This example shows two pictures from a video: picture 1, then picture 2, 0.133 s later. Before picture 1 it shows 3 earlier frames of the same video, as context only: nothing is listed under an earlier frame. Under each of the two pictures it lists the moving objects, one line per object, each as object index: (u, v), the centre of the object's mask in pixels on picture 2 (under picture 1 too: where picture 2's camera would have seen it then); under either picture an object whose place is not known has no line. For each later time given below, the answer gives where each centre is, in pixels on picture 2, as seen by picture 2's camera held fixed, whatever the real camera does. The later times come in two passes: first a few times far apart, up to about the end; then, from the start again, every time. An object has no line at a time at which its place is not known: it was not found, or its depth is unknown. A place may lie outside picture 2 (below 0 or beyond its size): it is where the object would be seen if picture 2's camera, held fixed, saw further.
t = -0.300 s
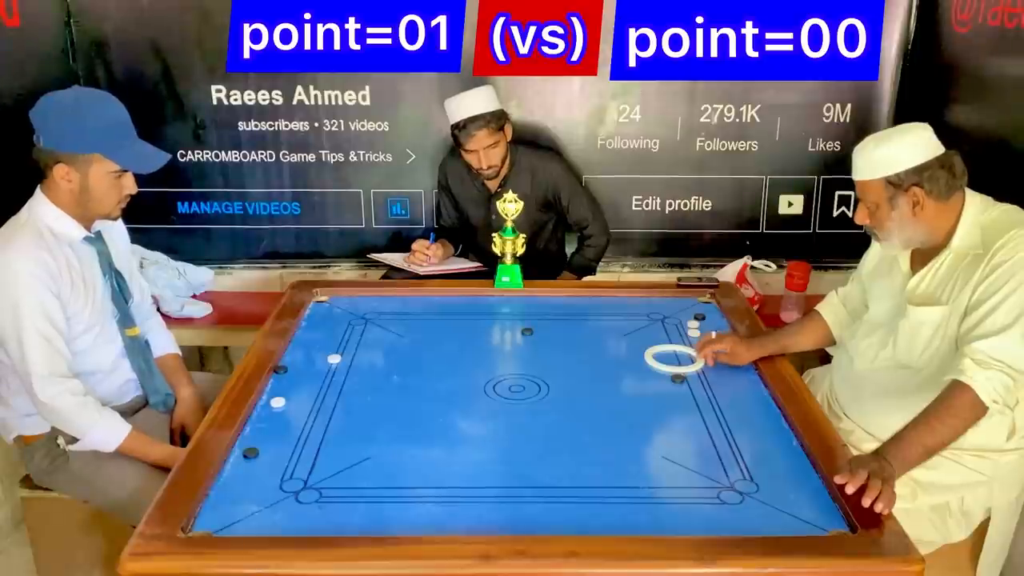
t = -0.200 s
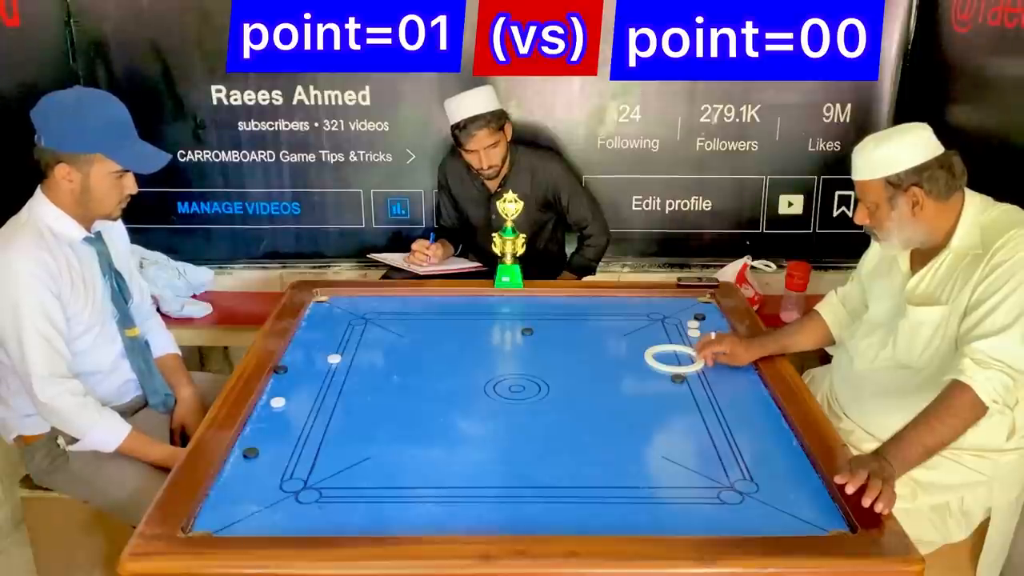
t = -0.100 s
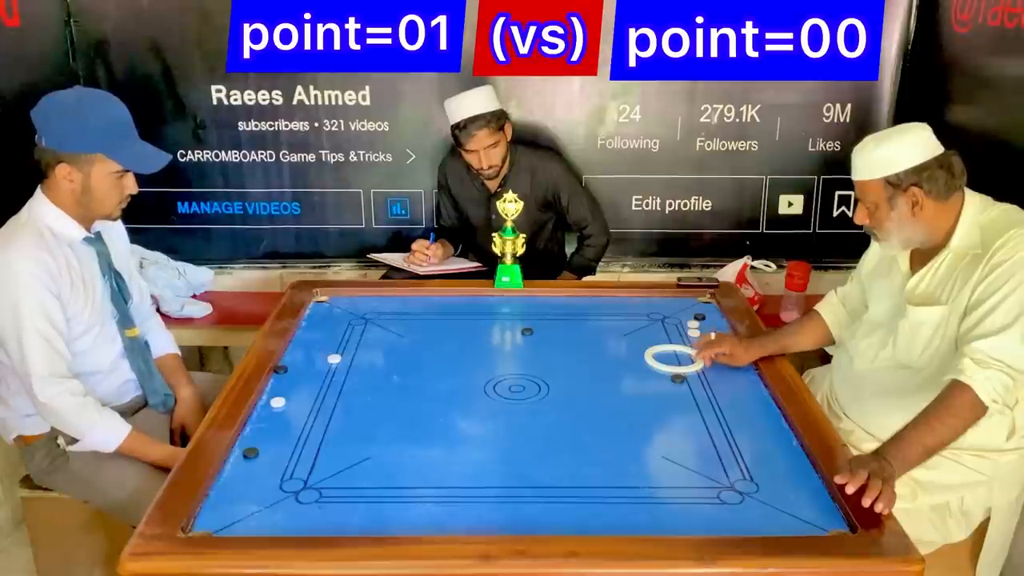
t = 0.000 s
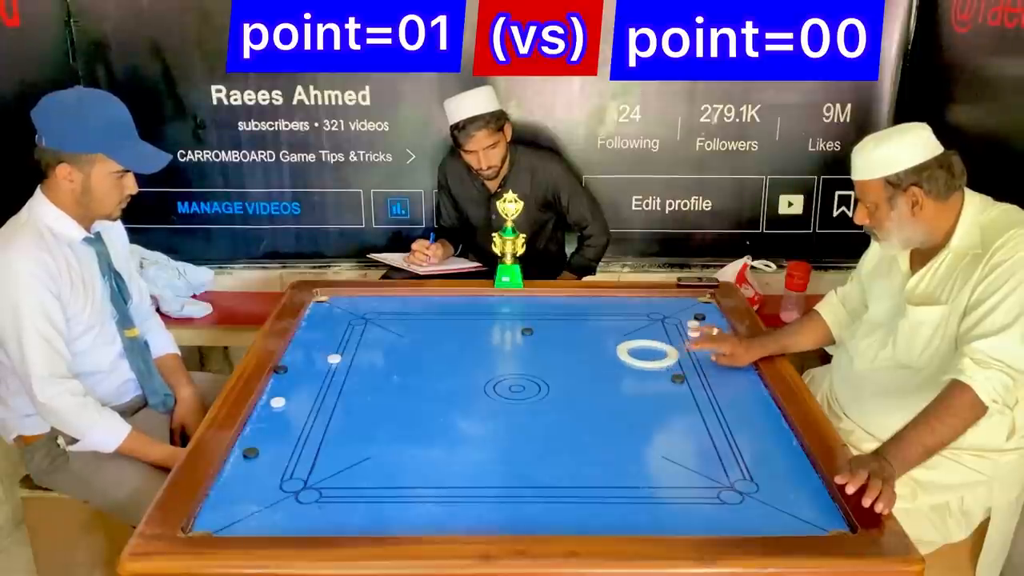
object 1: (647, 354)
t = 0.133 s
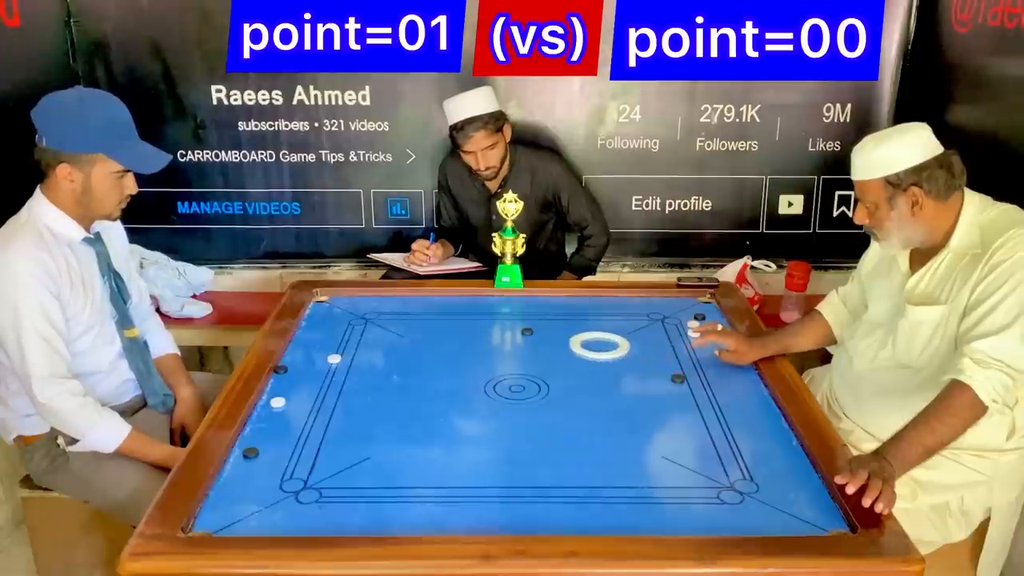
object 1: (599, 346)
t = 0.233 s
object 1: (565, 340)
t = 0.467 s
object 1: (502, 329)
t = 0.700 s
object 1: (446, 321)
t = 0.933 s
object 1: (393, 314)
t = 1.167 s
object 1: (343, 308)
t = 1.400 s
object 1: (367, 305)
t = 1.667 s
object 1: (402, 308)
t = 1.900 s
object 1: (429, 310)
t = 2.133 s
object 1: (453, 313)
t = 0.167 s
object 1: (588, 344)
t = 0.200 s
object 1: (576, 342)
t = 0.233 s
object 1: (565, 340)
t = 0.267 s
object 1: (555, 338)
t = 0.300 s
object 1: (545, 336)
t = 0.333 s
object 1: (537, 335)
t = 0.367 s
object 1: (528, 333)
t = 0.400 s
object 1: (519, 332)
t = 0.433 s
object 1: (511, 331)
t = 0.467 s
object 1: (502, 329)
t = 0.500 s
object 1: (494, 328)
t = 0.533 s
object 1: (485, 327)
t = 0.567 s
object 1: (477, 326)
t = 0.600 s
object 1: (469, 324)
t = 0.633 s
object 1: (461, 323)
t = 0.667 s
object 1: (454, 322)
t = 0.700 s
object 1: (446, 321)
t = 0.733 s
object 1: (438, 320)
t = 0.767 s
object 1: (430, 319)
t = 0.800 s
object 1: (422, 318)
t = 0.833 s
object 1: (415, 317)
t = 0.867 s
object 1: (407, 316)
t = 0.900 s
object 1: (400, 315)
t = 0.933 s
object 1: (393, 314)
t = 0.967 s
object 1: (385, 313)
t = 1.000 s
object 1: (378, 312)
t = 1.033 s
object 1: (371, 311)
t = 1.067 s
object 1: (363, 310)
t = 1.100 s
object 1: (356, 309)
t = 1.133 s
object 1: (349, 308)
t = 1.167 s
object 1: (343, 308)
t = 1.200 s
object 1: (336, 307)
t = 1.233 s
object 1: (340, 306)
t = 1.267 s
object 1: (346, 306)
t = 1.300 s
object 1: (351, 306)
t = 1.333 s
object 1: (357, 305)
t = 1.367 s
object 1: (362, 305)
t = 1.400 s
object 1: (367, 305)
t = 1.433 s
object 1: (372, 305)
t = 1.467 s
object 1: (376, 306)
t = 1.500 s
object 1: (381, 306)
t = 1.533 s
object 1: (385, 306)
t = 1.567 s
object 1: (390, 307)
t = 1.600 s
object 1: (394, 307)
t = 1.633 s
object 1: (398, 307)
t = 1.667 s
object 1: (402, 308)
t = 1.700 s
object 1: (406, 308)
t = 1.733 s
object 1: (411, 308)
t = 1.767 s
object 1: (414, 308)
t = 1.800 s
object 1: (418, 309)
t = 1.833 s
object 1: (422, 309)
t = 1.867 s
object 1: (426, 309)
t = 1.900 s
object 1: (429, 310)
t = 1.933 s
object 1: (433, 310)
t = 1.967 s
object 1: (436, 311)
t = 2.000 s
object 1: (440, 311)
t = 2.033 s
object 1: (443, 311)
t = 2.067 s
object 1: (446, 312)
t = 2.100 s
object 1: (450, 312)
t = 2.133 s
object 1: (453, 313)
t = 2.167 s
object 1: (456, 313)
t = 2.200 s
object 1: (459, 314)
